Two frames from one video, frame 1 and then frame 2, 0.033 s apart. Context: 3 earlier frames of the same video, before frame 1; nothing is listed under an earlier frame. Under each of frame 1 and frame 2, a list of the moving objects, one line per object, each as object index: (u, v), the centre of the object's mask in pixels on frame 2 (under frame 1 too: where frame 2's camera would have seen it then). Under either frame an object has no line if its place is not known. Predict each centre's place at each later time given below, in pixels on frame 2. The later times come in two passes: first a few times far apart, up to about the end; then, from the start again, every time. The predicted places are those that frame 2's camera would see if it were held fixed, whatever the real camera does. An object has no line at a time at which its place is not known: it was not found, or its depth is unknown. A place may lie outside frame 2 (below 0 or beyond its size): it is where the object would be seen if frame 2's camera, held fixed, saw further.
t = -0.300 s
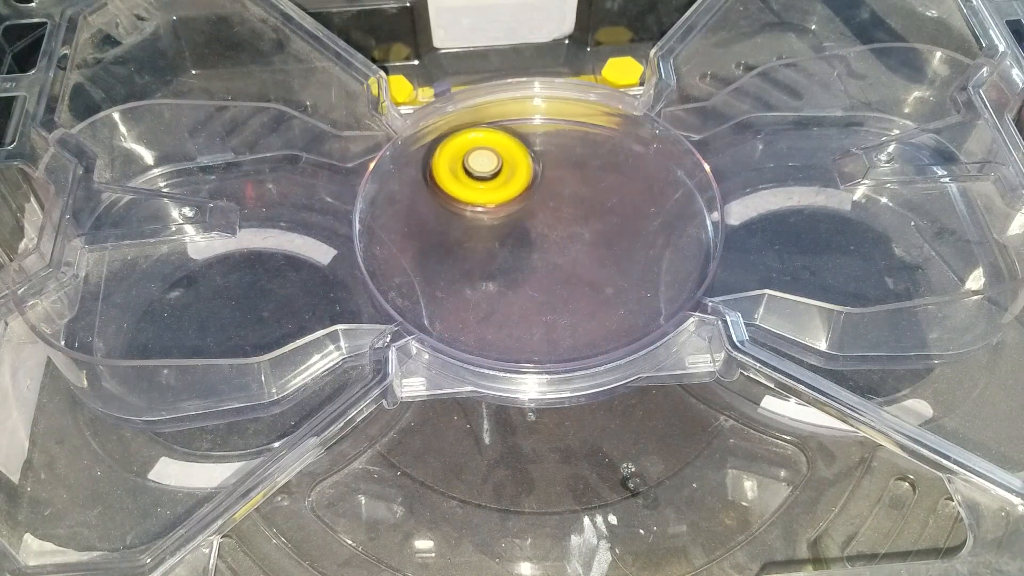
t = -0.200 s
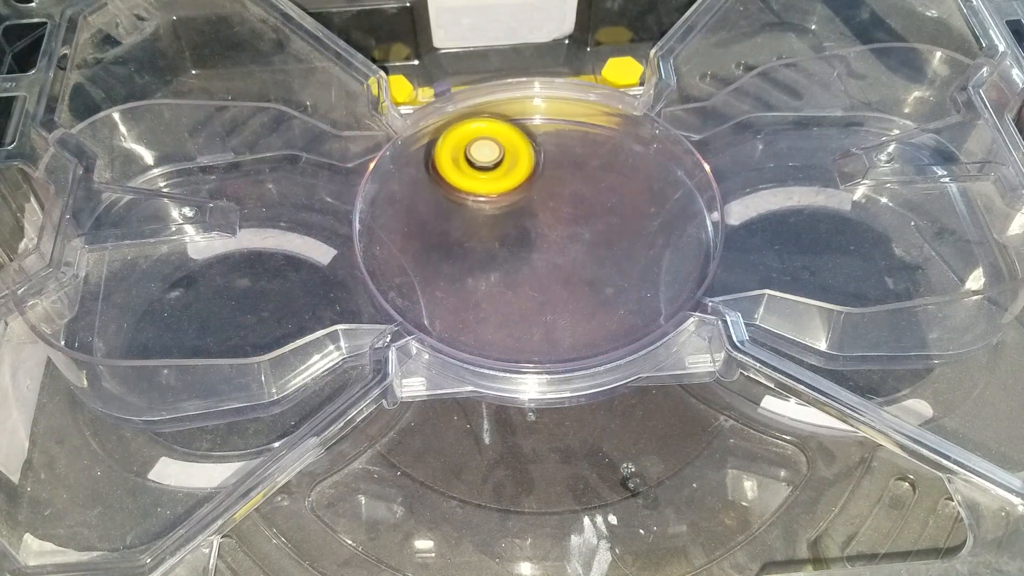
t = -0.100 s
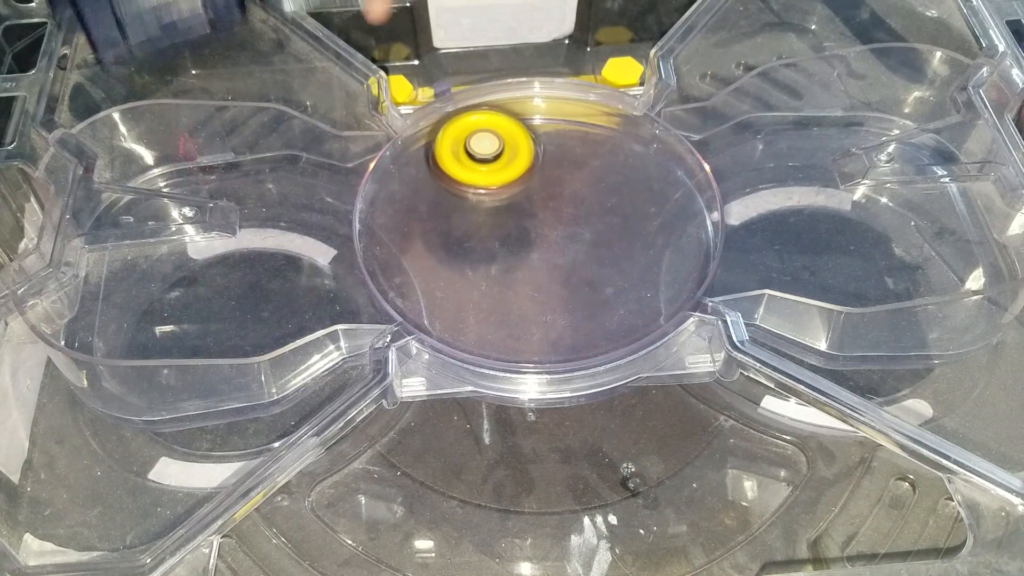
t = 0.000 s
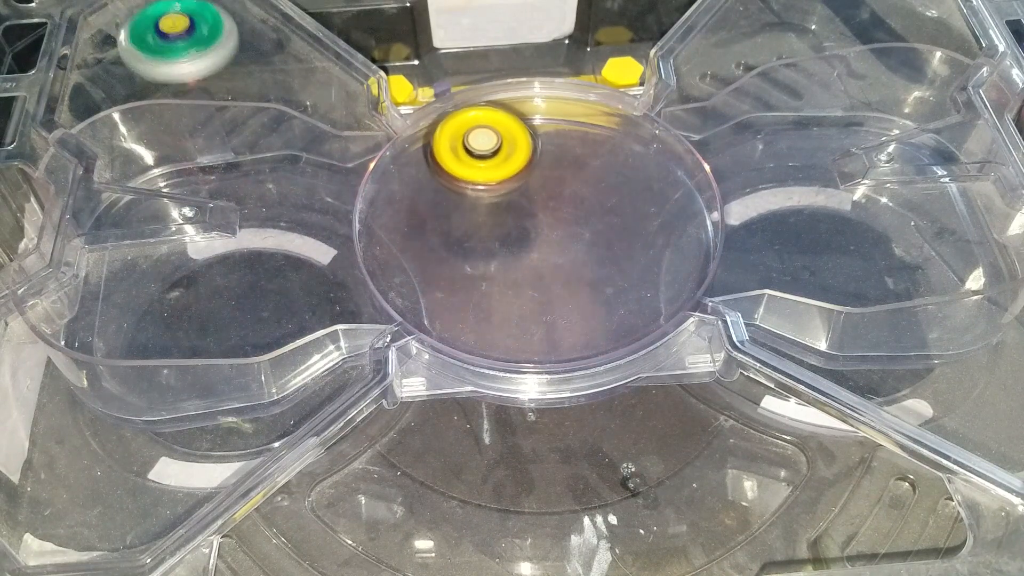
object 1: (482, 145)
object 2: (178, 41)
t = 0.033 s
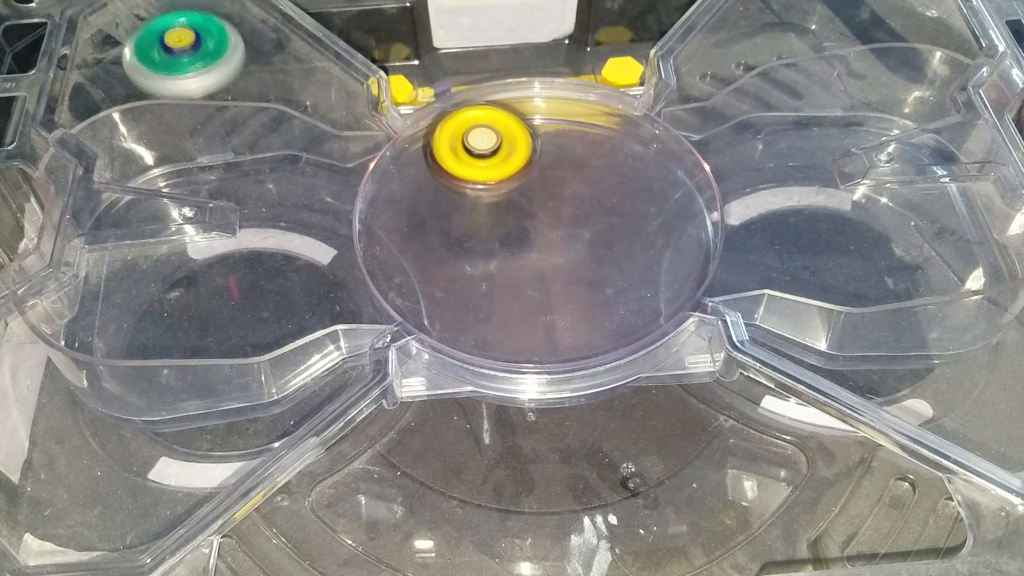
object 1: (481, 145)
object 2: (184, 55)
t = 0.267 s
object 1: (488, 150)
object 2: (204, 138)
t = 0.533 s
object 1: (520, 162)
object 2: (329, 146)
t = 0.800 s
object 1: (554, 162)
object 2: (435, 204)
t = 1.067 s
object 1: (609, 135)
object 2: (423, 243)
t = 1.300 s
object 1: (598, 101)
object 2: (456, 282)
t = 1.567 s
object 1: (543, 128)
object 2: (512, 285)
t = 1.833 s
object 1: (531, 151)
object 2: (507, 317)
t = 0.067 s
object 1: (481, 144)
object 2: (190, 68)
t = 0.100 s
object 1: (481, 144)
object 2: (194, 82)
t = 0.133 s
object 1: (481, 145)
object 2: (198, 95)
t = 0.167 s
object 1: (482, 146)
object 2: (201, 107)
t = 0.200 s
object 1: (484, 146)
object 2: (203, 118)
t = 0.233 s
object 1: (486, 148)
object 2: (204, 128)
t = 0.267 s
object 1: (488, 150)
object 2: (204, 138)
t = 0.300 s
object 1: (491, 152)
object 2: (204, 148)
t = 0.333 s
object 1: (495, 153)
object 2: (203, 156)
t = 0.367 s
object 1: (499, 155)
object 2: (206, 159)
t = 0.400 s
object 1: (502, 158)
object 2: (229, 150)
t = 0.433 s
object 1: (506, 160)
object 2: (258, 148)
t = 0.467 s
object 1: (512, 160)
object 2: (283, 144)
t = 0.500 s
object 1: (516, 161)
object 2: (307, 144)
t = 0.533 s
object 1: (520, 162)
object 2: (329, 146)
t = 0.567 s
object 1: (525, 162)
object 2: (349, 152)
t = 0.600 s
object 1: (530, 163)
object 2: (368, 162)
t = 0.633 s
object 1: (534, 163)
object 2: (387, 174)
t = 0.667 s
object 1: (538, 163)
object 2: (402, 184)
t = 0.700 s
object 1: (542, 163)
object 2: (415, 191)
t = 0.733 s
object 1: (546, 163)
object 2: (424, 197)
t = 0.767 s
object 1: (551, 163)
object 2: (430, 201)
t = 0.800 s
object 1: (554, 162)
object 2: (435, 204)
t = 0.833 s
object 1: (558, 162)
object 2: (439, 207)
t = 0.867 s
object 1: (561, 161)
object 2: (443, 210)
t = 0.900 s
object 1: (563, 160)
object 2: (448, 212)
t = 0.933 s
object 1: (565, 159)
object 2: (453, 214)
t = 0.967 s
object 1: (567, 159)
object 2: (459, 216)
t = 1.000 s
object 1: (569, 158)
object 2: (460, 220)
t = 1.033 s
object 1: (594, 145)
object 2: (437, 233)
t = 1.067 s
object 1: (609, 135)
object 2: (423, 243)
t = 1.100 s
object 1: (616, 127)
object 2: (419, 251)
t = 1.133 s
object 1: (617, 122)
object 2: (422, 257)
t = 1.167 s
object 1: (616, 116)
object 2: (428, 264)
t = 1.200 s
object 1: (613, 111)
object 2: (434, 270)
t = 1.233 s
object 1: (609, 107)
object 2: (441, 275)
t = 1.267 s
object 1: (604, 103)
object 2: (449, 279)
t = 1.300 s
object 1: (598, 101)
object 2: (456, 282)
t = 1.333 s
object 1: (592, 100)
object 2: (463, 285)
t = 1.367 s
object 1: (585, 100)
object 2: (471, 287)
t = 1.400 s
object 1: (577, 102)
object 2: (478, 288)
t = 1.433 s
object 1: (569, 104)
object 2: (486, 289)
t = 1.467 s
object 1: (562, 109)
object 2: (493, 289)
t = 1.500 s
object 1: (555, 114)
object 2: (500, 288)
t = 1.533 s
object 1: (548, 120)
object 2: (506, 287)
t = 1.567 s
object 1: (543, 128)
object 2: (512, 285)
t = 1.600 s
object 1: (538, 136)
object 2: (518, 282)
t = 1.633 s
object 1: (534, 145)
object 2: (523, 280)
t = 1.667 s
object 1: (530, 154)
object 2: (528, 277)
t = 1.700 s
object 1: (529, 164)
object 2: (533, 274)
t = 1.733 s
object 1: (531, 150)
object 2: (530, 312)
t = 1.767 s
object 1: (543, 78)
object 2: (524, 314)
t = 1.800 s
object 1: (543, 80)
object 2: (515, 308)
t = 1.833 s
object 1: (531, 151)
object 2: (507, 317)
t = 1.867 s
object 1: (519, 200)
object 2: (504, 315)
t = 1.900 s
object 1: (529, 177)
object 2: (511, 350)
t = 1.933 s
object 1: (542, 143)
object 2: (529, 403)
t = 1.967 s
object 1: (549, 106)
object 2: (542, 472)
